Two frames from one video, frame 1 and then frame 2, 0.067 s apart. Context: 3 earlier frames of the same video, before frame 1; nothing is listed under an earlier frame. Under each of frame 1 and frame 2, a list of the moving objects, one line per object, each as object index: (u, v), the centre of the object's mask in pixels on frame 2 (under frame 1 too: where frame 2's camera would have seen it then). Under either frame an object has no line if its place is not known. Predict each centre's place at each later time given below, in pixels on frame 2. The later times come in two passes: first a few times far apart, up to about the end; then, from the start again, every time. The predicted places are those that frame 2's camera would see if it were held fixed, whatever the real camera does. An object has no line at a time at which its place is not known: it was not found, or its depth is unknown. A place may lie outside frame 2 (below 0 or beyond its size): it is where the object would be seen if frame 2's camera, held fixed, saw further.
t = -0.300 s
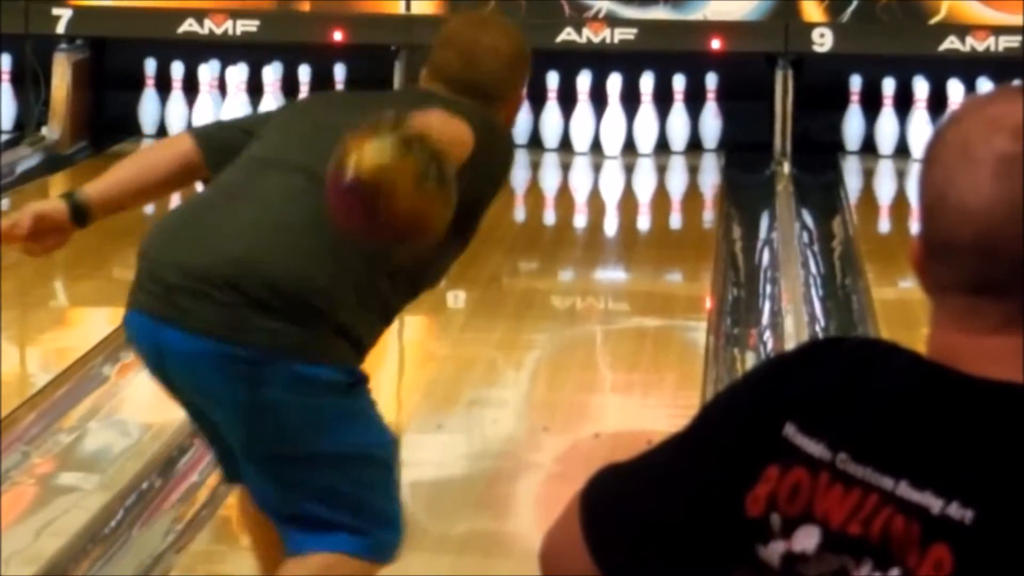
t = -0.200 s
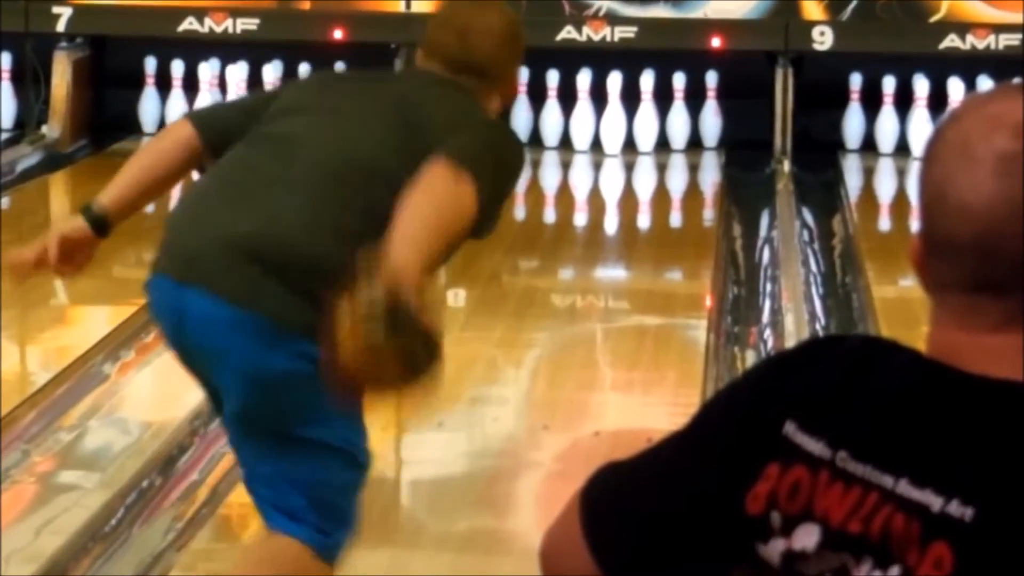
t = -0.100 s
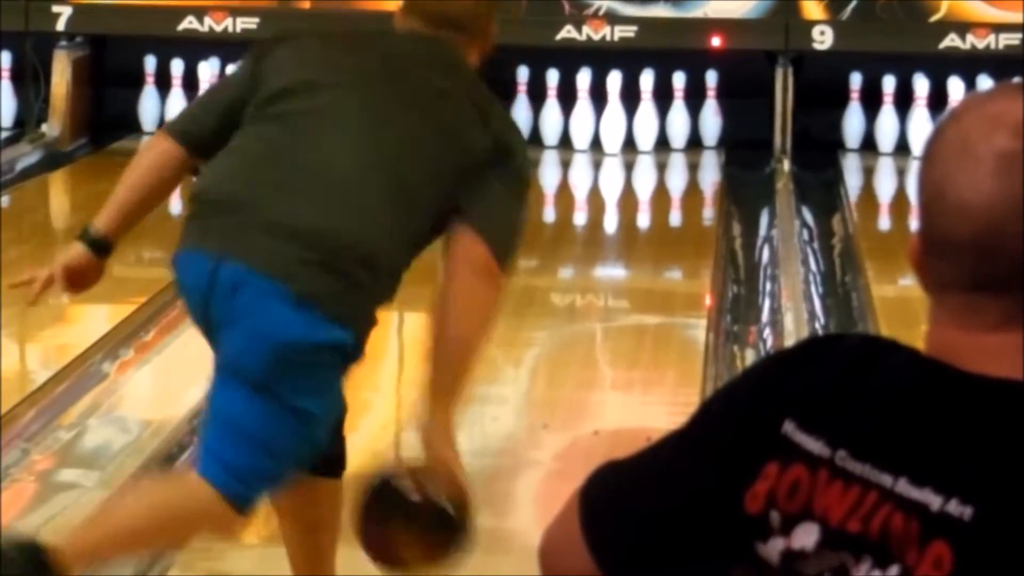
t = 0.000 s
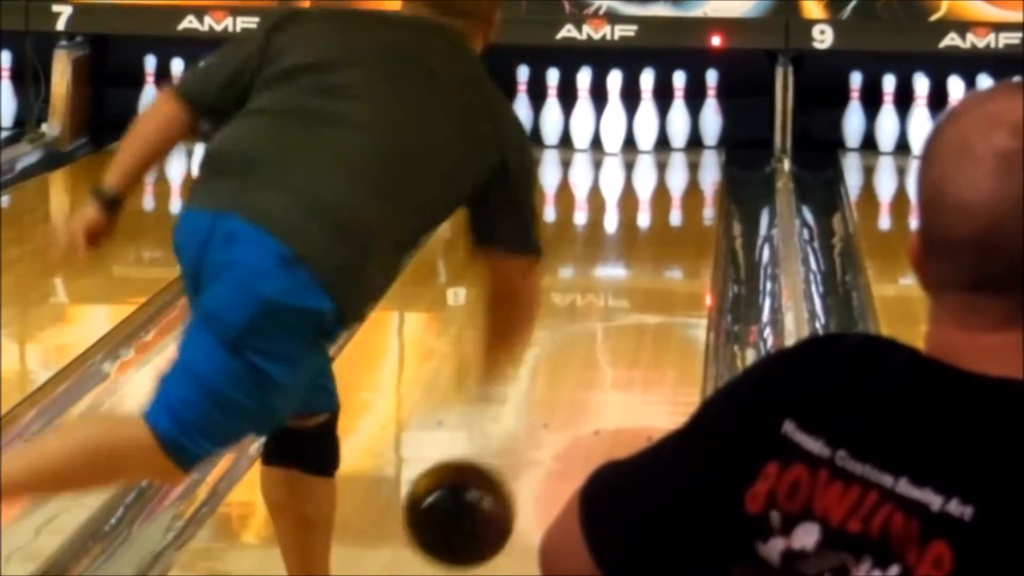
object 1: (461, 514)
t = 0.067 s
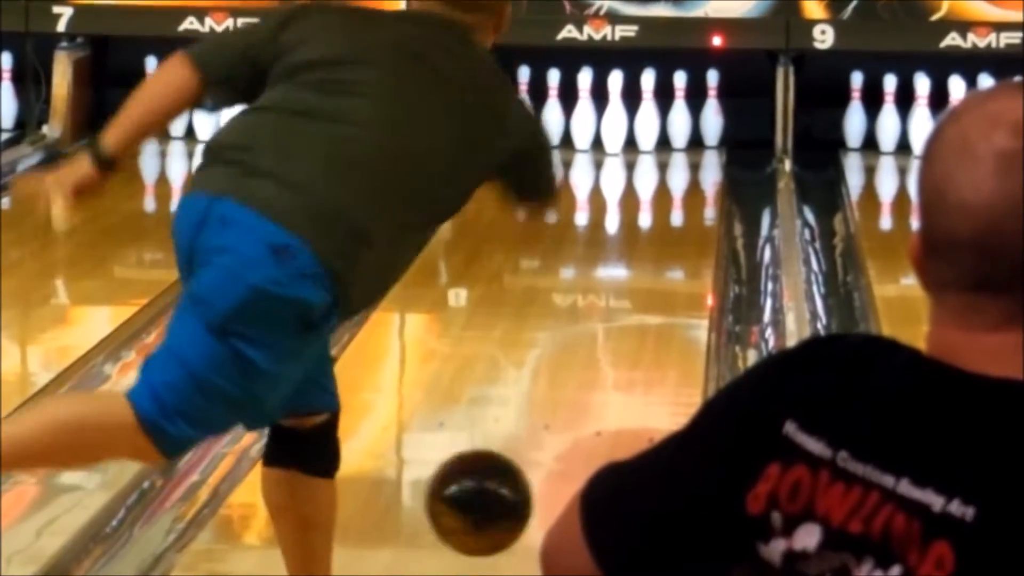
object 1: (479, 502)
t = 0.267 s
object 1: (526, 469)
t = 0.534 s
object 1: (574, 388)
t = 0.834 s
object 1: (613, 317)
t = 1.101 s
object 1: (636, 268)
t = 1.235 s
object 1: (646, 247)
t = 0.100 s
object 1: (487, 504)
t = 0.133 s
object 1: (496, 510)
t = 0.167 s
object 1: (504, 506)
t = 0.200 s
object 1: (512, 492)
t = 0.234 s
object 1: (519, 481)
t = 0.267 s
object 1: (526, 469)
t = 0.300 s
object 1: (533, 458)
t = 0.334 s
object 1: (540, 446)
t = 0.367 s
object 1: (546, 435)
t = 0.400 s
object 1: (553, 425)
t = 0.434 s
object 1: (558, 415)
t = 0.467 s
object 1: (564, 405)
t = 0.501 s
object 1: (569, 396)
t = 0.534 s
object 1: (574, 388)
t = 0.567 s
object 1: (580, 379)
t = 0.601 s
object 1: (584, 371)
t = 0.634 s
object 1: (590, 364)
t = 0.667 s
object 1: (594, 354)
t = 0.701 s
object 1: (597, 347)
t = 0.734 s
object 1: (601, 339)
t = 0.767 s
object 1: (605, 332)
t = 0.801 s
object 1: (609, 324)
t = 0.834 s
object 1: (613, 317)
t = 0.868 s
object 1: (616, 310)
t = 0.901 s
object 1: (619, 303)
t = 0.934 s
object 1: (623, 297)
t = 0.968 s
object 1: (626, 290)
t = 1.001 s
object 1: (628, 285)
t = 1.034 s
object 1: (631, 279)
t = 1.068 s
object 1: (635, 274)
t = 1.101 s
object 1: (636, 268)
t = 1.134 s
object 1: (639, 262)
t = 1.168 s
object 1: (642, 257)
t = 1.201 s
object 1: (644, 252)
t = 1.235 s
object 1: (646, 247)
